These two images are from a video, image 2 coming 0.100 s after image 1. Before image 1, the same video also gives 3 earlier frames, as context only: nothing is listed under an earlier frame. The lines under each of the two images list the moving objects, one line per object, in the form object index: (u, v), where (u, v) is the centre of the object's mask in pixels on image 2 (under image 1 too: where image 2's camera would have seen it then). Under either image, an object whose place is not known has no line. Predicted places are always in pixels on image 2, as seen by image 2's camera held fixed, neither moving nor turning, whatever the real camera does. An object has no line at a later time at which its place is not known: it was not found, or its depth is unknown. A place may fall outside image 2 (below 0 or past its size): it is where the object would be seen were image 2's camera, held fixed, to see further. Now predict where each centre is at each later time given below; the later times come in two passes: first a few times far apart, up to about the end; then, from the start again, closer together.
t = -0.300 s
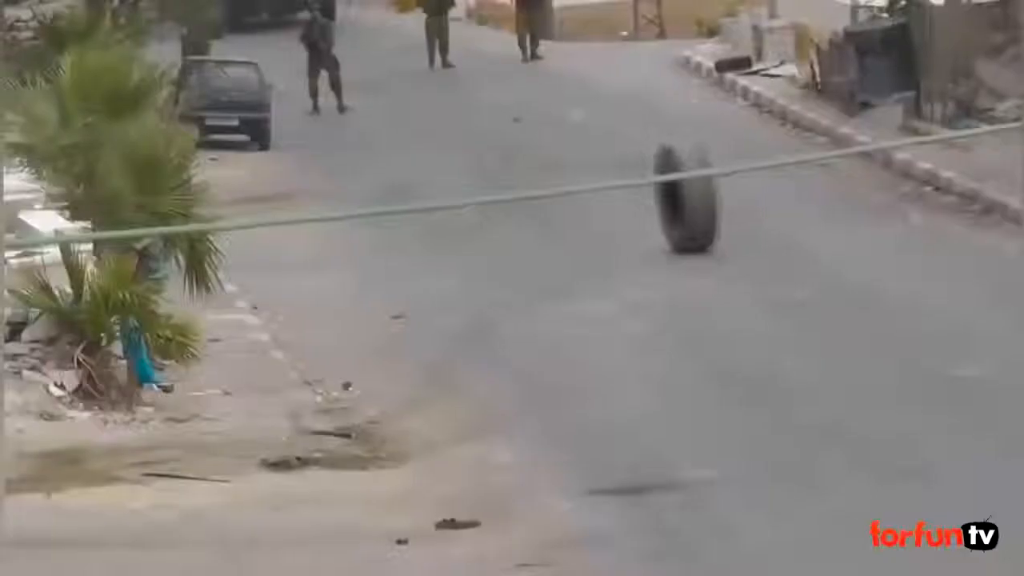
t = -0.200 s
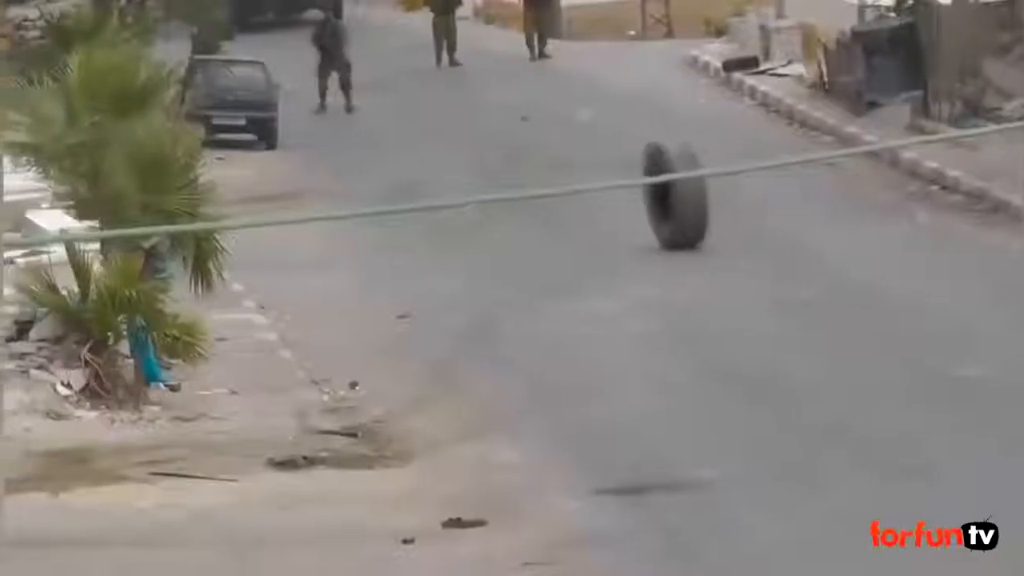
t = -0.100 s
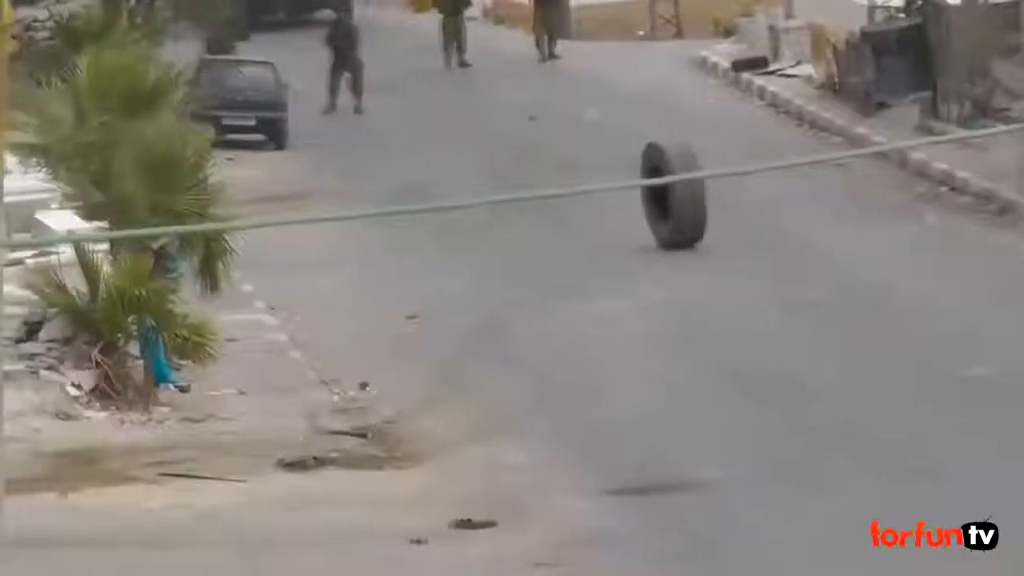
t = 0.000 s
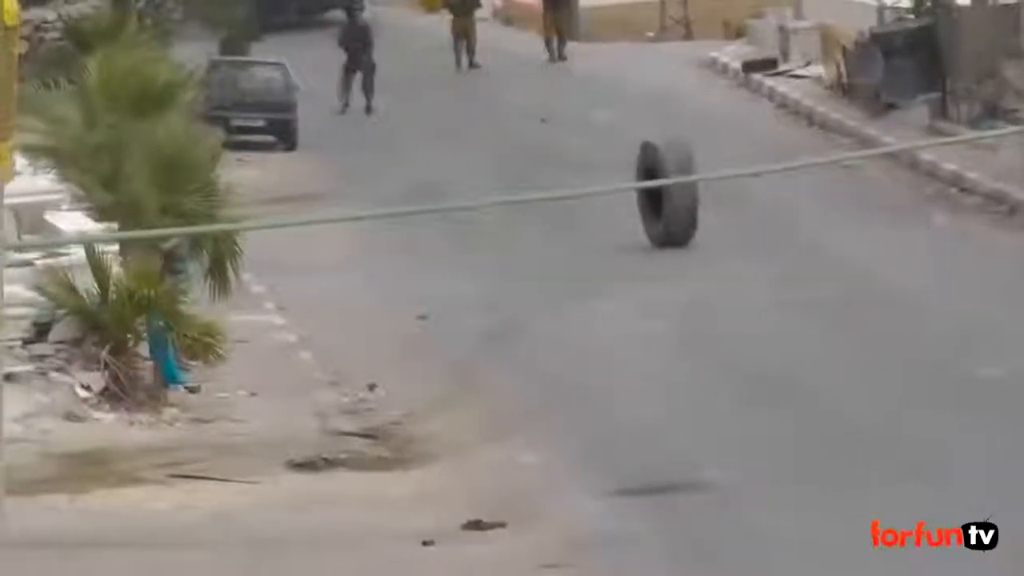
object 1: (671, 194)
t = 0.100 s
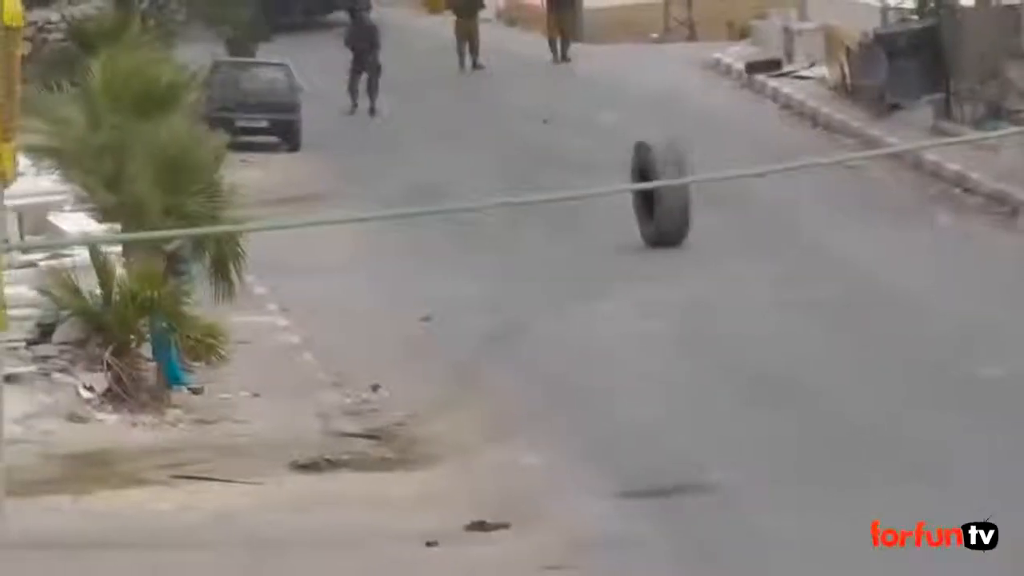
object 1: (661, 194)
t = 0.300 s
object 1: (634, 190)
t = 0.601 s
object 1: (590, 172)
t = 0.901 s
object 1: (562, 183)
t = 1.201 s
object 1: (532, 172)
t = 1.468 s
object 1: (506, 163)
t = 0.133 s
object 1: (655, 195)
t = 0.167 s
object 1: (650, 193)
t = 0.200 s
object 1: (645, 192)
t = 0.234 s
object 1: (643, 192)
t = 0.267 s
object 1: (639, 192)
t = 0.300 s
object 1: (634, 190)
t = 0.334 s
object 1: (629, 193)
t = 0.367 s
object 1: (624, 193)
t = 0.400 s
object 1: (619, 185)
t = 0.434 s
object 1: (618, 186)
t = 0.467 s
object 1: (614, 185)
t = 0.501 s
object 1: (609, 183)
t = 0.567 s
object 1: (592, 174)
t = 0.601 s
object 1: (590, 172)
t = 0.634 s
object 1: (590, 187)
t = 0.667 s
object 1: (586, 174)
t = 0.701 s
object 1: (582, 177)
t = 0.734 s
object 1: (577, 181)
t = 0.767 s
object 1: (575, 181)
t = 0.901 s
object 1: (562, 183)
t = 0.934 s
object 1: (558, 179)
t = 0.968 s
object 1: (555, 180)
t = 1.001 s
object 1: (551, 177)
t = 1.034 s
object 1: (551, 178)
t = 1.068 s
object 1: (547, 177)
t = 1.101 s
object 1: (544, 175)
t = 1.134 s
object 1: (540, 172)
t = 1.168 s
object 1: (536, 174)
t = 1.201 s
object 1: (532, 172)
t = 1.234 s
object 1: (529, 172)
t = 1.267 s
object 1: (524, 171)
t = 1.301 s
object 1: (520, 170)
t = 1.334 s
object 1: (516, 161)
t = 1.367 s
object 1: (512, 161)
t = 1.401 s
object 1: (513, 161)
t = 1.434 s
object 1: (509, 161)
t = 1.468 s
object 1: (506, 163)
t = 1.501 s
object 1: (501, 162)
